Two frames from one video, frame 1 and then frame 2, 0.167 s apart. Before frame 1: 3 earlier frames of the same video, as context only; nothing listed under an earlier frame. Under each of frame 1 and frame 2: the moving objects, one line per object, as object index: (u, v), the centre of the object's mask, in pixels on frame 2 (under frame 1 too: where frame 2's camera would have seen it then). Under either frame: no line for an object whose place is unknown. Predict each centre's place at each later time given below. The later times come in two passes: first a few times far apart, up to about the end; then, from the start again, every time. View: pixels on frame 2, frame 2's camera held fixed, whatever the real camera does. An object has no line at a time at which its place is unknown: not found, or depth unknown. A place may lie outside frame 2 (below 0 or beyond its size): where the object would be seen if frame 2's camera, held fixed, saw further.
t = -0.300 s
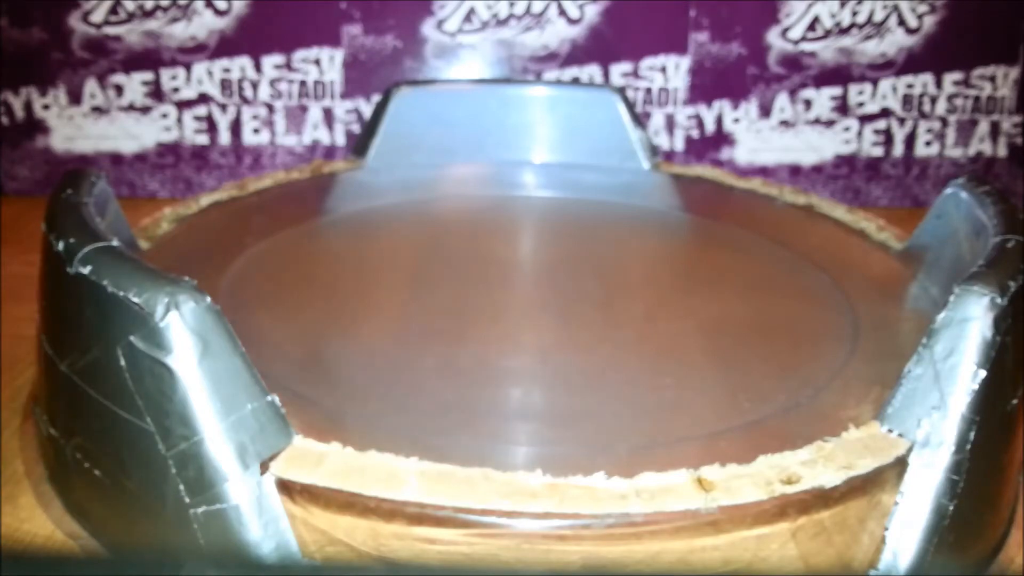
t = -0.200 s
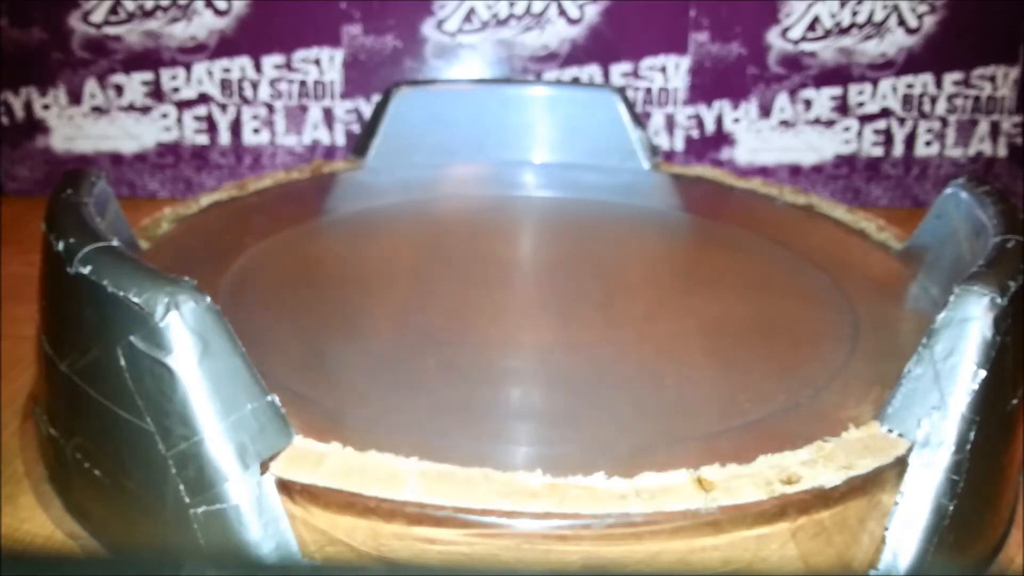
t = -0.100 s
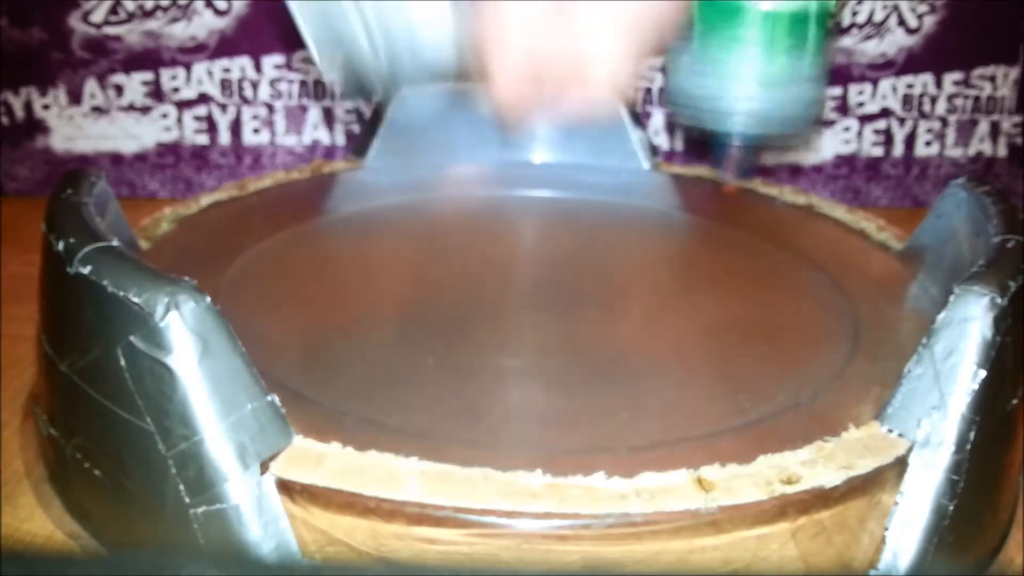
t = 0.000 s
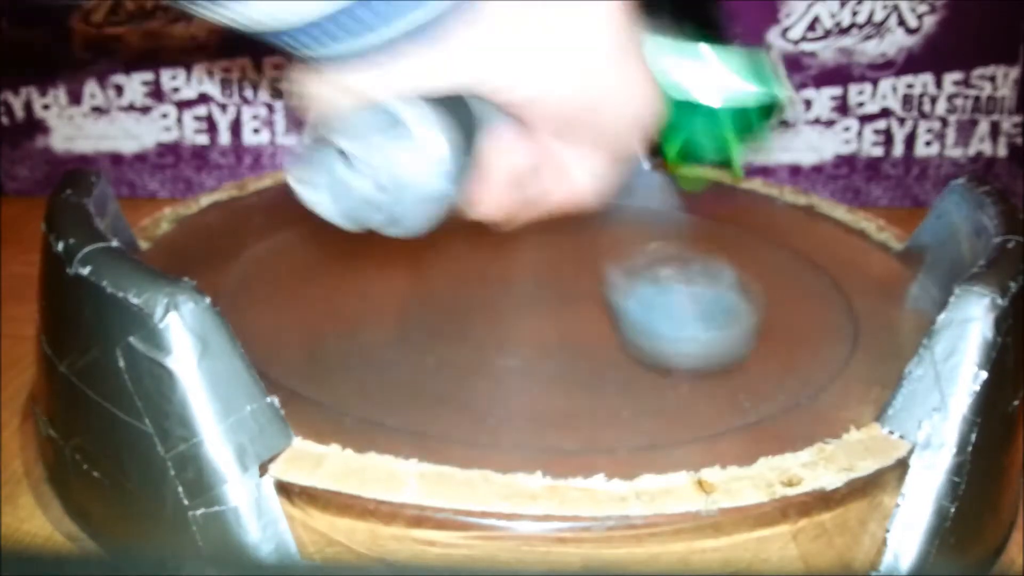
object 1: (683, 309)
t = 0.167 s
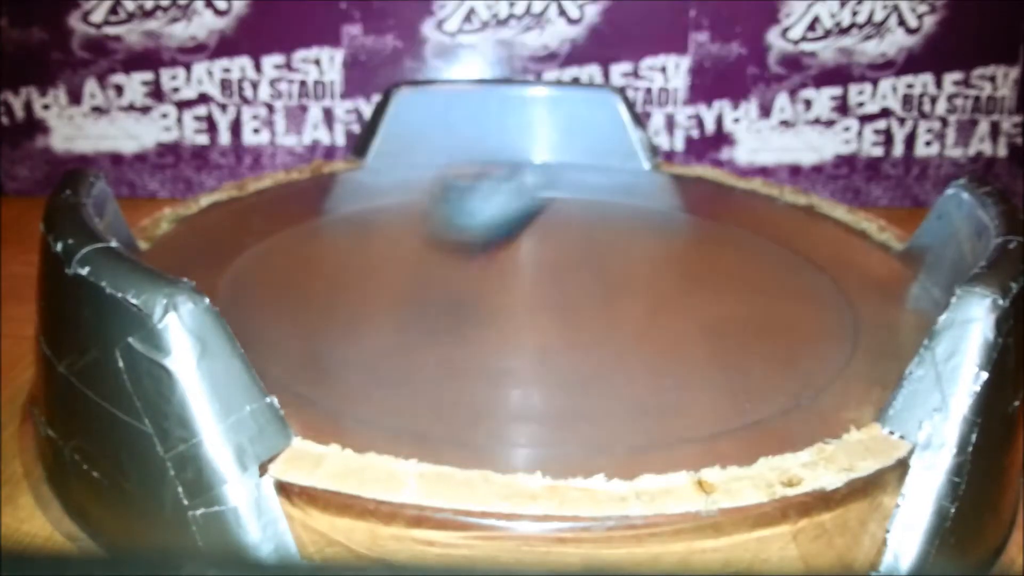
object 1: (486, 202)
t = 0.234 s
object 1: (444, 210)
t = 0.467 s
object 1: (401, 241)
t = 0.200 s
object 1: (455, 244)
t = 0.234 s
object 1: (444, 210)
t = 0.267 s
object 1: (433, 187)
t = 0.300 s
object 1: (425, 183)
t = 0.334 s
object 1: (416, 204)
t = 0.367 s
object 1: (412, 224)
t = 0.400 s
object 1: (407, 210)
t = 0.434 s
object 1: (404, 223)
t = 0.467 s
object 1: (401, 241)
